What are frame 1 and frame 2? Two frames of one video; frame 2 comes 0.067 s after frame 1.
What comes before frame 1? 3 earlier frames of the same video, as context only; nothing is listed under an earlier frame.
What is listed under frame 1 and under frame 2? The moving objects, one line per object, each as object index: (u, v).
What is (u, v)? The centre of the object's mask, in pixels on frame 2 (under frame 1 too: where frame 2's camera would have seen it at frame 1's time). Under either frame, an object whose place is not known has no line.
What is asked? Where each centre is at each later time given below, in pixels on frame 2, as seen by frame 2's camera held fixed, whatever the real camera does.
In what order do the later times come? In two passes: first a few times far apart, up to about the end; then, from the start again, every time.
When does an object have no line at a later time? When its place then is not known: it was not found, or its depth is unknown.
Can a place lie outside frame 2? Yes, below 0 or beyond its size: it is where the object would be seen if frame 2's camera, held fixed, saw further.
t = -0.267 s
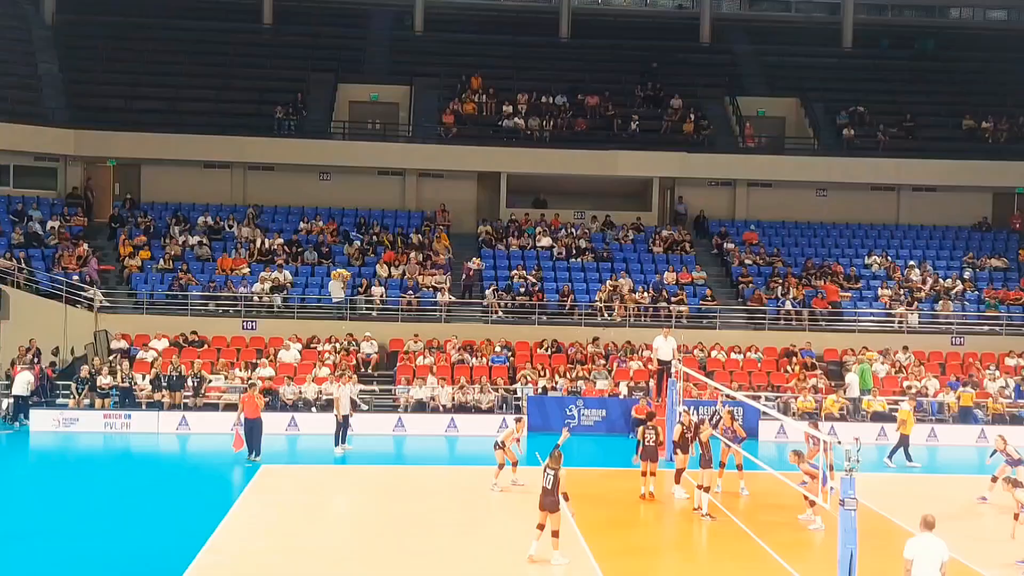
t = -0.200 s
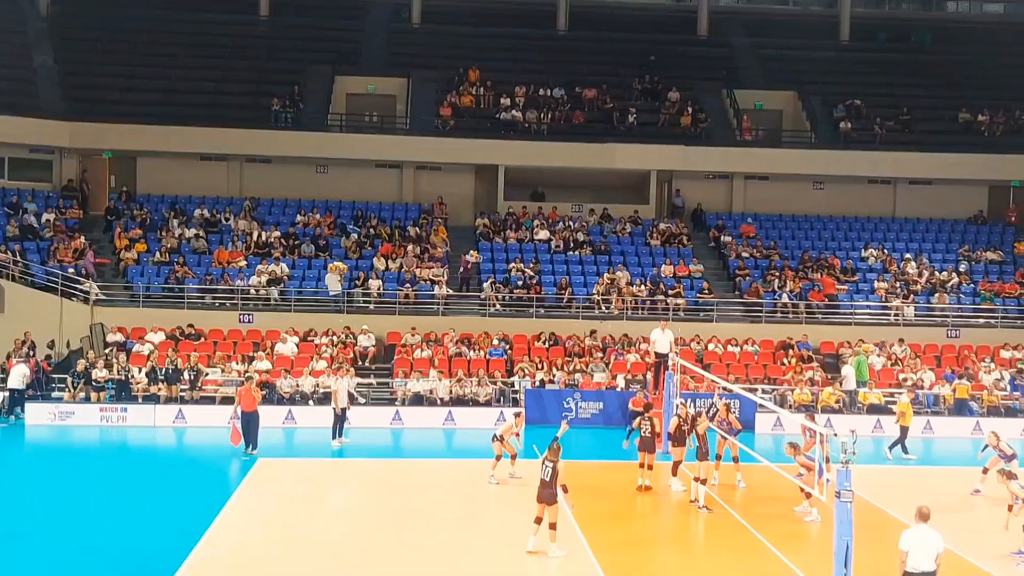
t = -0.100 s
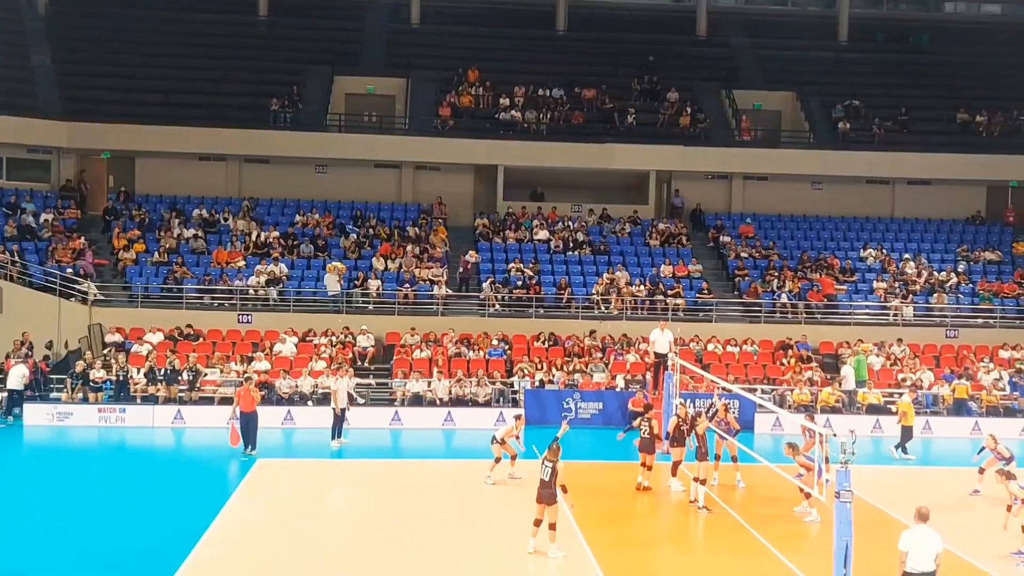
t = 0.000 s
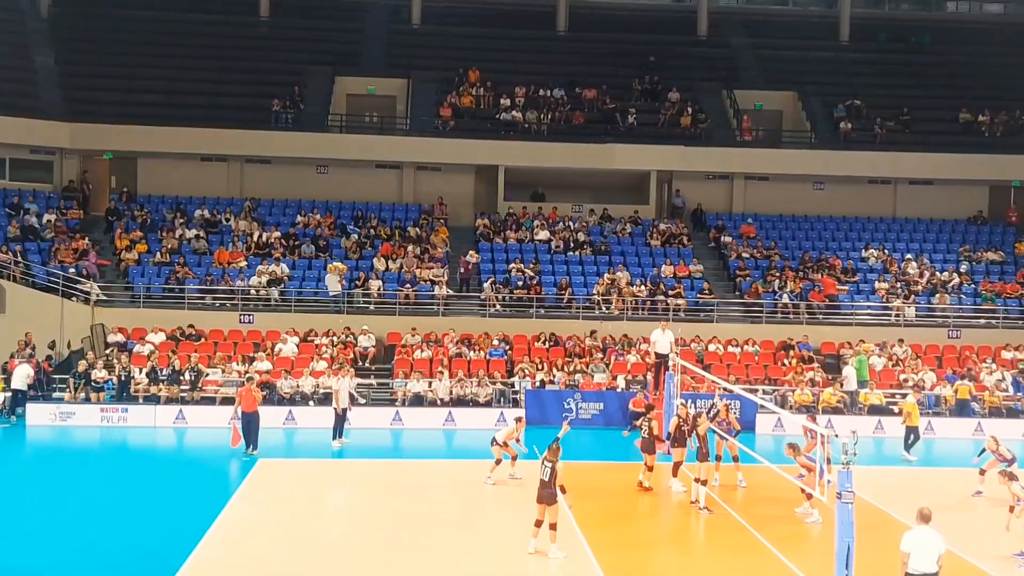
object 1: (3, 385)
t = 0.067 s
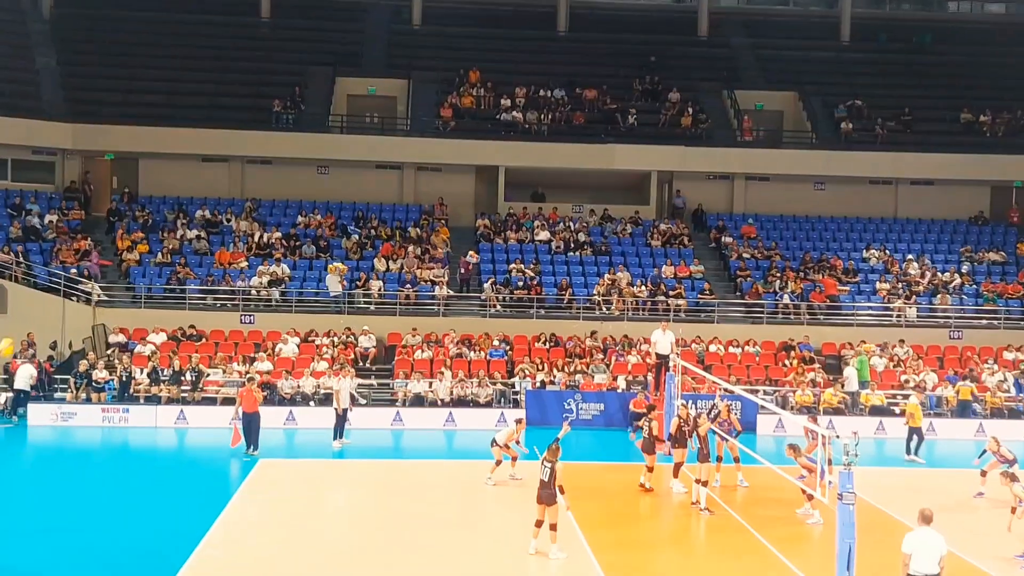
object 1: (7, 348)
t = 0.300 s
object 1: (36, 244)
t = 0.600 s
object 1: (76, 164)
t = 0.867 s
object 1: (112, 144)
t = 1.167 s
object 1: (150, 177)
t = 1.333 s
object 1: (171, 221)
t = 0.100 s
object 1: (10, 331)
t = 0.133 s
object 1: (14, 314)
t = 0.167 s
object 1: (18, 297)
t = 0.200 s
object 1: (24, 283)
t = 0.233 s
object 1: (27, 269)
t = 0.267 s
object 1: (32, 256)
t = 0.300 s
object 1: (36, 244)
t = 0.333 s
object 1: (41, 232)
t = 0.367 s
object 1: (45, 220)
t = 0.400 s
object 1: (50, 211)
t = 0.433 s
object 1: (54, 201)
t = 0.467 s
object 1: (59, 192)
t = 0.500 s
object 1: (63, 184)
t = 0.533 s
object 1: (68, 177)
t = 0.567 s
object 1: (72, 170)
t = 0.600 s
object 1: (76, 164)
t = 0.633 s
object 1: (81, 159)
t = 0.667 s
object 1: (86, 154)
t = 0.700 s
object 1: (90, 151)
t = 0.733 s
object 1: (95, 148)
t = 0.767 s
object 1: (99, 146)
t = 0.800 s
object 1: (104, 144)
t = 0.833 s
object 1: (108, 144)
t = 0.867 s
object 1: (112, 144)
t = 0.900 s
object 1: (116, 145)
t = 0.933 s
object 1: (121, 146)
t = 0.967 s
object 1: (125, 149)
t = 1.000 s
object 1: (129, 151)
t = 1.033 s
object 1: (134, 155)
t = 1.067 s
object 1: (138, 160)
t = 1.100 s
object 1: (142, 165)
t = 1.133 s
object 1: (146, 171)
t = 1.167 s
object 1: (150, 177)
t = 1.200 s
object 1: (155, 185)
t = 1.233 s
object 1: (159, 193)
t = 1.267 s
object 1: (163, 202)
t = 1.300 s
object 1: (167, 211)
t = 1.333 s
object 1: (171, 221)
